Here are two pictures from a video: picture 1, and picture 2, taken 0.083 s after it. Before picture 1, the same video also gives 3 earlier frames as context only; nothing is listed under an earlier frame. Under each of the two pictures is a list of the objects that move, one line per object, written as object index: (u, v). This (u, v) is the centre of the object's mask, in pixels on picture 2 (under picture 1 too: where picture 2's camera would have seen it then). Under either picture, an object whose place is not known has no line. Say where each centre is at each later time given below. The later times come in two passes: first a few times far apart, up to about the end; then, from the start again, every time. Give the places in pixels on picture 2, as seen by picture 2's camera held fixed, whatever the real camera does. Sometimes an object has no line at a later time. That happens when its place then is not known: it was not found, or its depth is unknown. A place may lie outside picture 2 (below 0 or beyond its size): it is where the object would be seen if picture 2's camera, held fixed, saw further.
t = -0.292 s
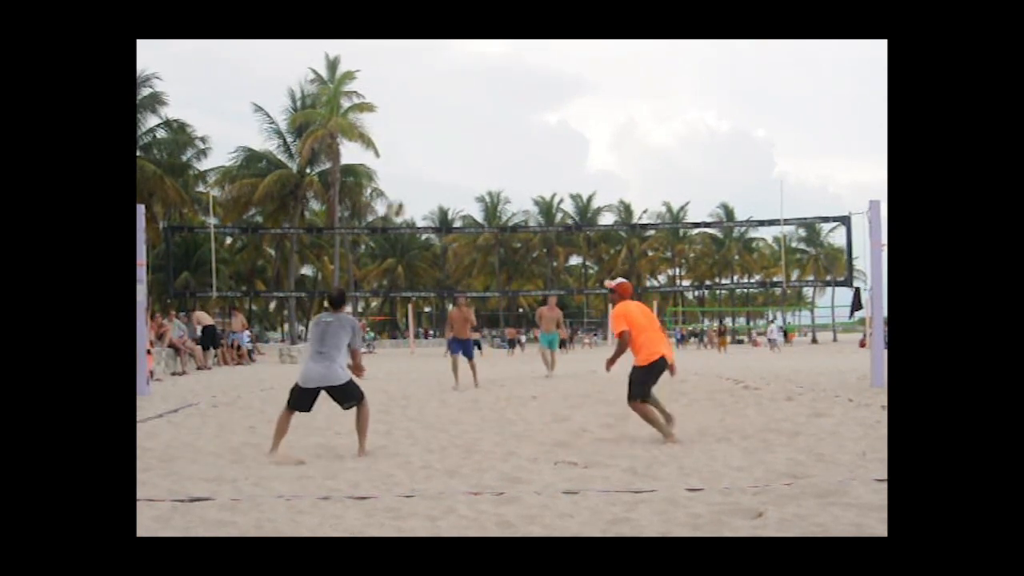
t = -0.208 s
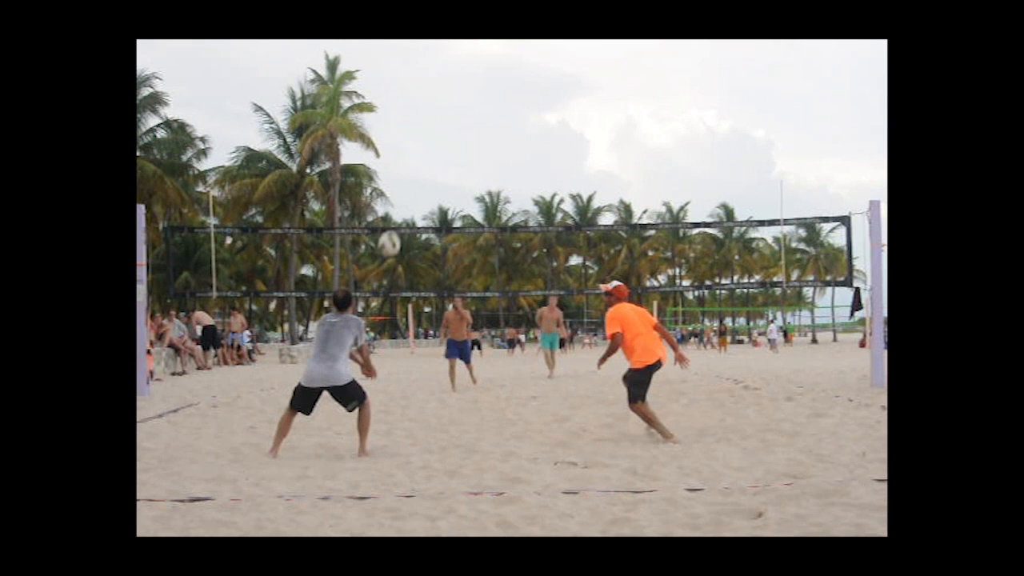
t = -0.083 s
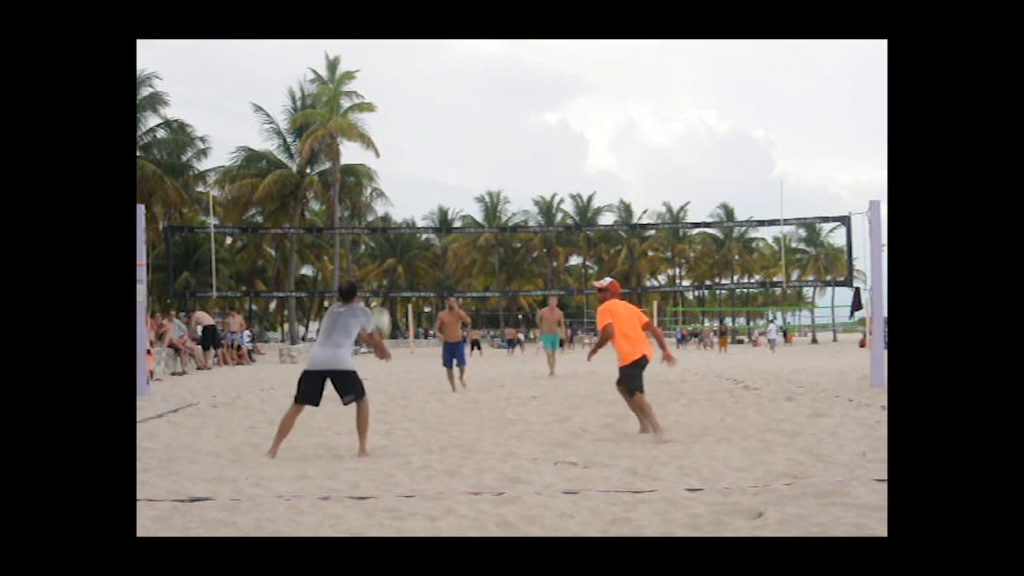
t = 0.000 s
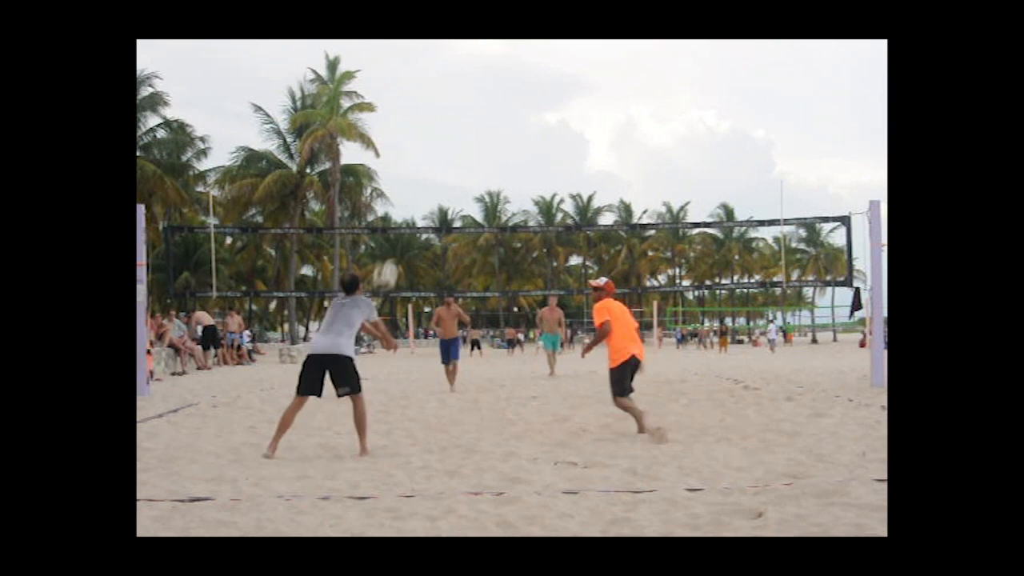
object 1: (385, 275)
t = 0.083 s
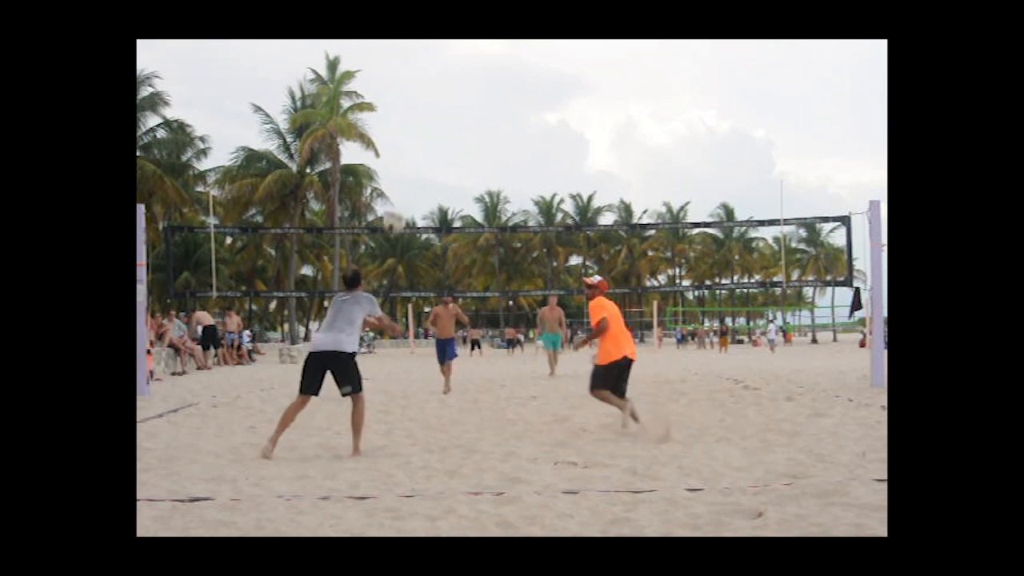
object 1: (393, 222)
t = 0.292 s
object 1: (413, 123)
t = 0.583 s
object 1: (438, 65)
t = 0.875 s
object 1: (461, 80)
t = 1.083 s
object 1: (476, 129)
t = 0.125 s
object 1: (397, 196)
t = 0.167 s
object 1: (401, 175)
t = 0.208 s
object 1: (405, 155)
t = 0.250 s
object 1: (409, 138)
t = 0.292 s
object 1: (413, 123)
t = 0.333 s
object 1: (417, 110)
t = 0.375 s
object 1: (420, 98)
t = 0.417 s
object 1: (424, 87)
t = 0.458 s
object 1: (428, 79)
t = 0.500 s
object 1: (431, 73)
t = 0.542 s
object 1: (435, 68)
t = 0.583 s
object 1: (438, 65)
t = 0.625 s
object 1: (442, 62)
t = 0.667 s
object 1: (445, 62)
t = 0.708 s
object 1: (448, 63)
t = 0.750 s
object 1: (451, 65)
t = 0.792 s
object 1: (454, 69)
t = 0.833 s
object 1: (458, 73)
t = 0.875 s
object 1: (461, 80)
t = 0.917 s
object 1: (464, 87)
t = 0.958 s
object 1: (467, 97)
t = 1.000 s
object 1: (470, 106)
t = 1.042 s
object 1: (472, 117)
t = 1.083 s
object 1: (476, 129)
